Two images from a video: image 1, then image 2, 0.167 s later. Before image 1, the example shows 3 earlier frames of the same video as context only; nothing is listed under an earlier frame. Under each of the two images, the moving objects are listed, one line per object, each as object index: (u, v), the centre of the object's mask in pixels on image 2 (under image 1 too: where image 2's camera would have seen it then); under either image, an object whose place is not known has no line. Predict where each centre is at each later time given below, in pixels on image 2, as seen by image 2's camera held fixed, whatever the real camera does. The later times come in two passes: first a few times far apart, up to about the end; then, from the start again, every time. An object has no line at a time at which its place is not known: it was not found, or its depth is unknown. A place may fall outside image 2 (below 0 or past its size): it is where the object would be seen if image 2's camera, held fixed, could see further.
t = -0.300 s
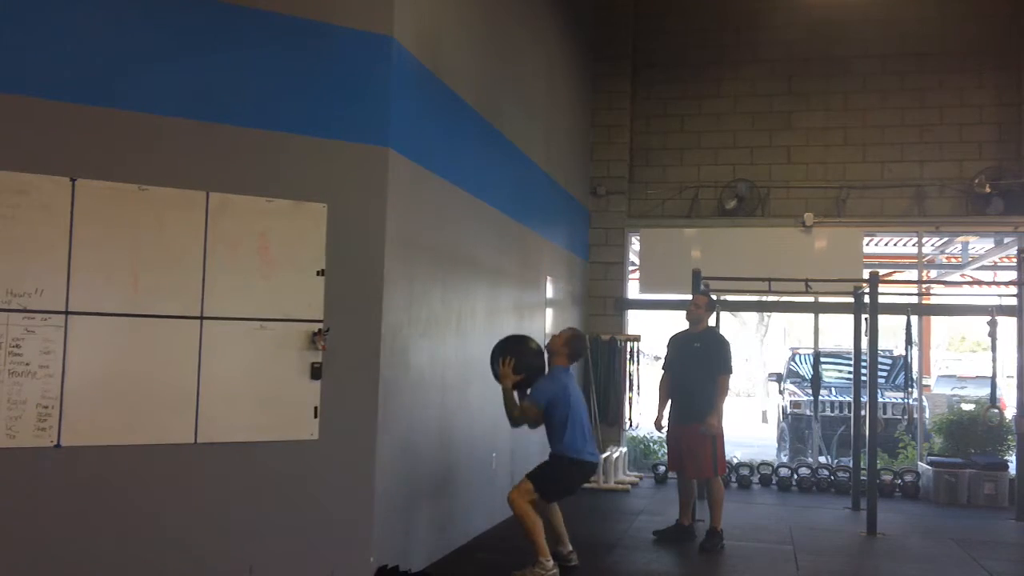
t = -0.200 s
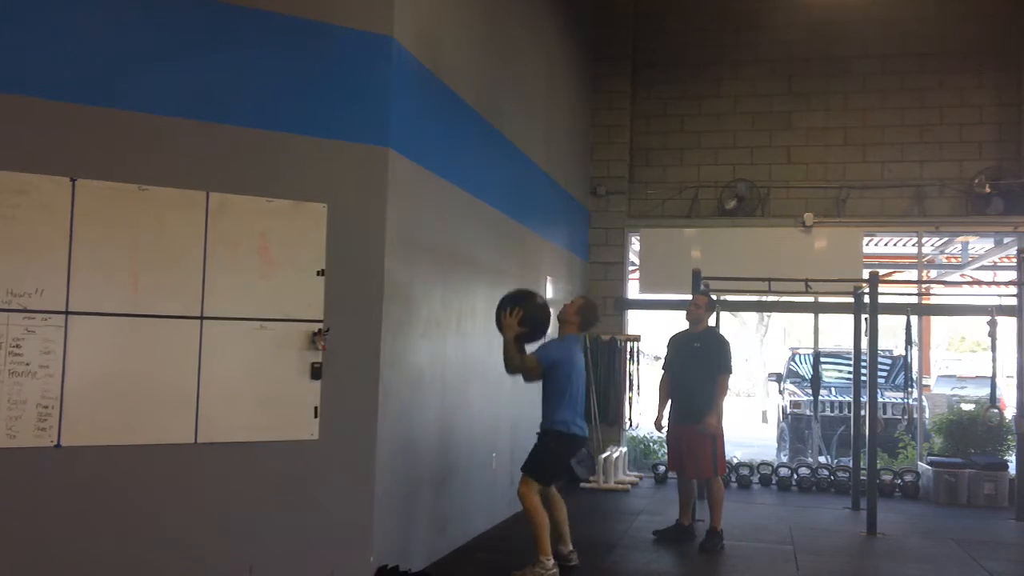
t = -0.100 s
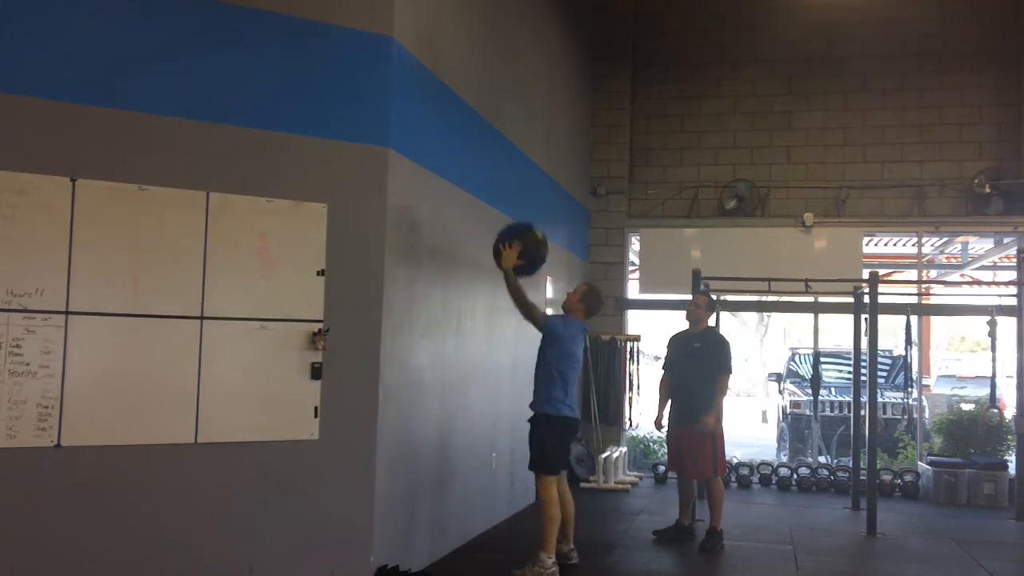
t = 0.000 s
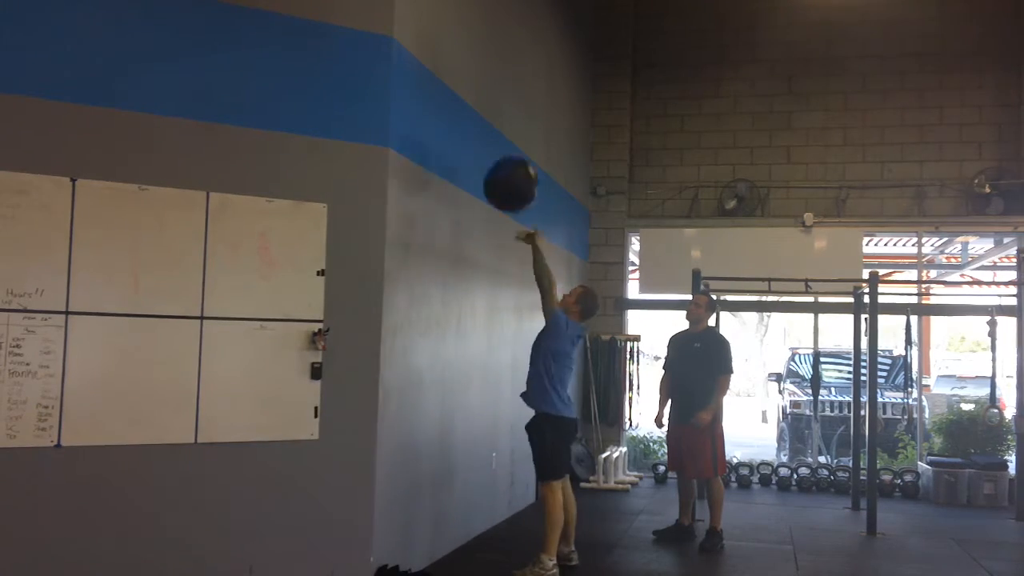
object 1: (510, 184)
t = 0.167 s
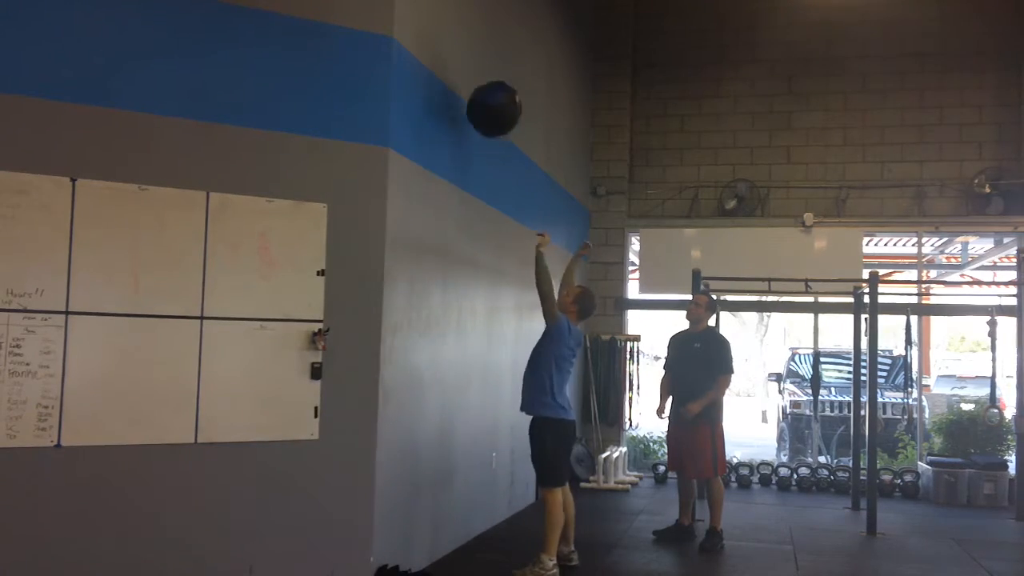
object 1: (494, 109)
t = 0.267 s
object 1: (483, 83)
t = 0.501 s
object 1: (488, 87)
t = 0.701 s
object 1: (501, 157)
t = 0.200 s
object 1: (490, 99)
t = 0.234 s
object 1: (487, 90)
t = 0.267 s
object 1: (483, 83)
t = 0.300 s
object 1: (478, 79)
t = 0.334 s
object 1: (476, 76)
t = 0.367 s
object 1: (476, 75)
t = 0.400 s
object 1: (479, 75)
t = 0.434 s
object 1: (482, 78)
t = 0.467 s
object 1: (486, 81)
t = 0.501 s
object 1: (488, 87)
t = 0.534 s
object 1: (490, 94)
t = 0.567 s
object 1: (493, 103)
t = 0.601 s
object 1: (495, 114)
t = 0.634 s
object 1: (497, 126)
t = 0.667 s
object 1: (499, 141)
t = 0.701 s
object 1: (501, 157)
